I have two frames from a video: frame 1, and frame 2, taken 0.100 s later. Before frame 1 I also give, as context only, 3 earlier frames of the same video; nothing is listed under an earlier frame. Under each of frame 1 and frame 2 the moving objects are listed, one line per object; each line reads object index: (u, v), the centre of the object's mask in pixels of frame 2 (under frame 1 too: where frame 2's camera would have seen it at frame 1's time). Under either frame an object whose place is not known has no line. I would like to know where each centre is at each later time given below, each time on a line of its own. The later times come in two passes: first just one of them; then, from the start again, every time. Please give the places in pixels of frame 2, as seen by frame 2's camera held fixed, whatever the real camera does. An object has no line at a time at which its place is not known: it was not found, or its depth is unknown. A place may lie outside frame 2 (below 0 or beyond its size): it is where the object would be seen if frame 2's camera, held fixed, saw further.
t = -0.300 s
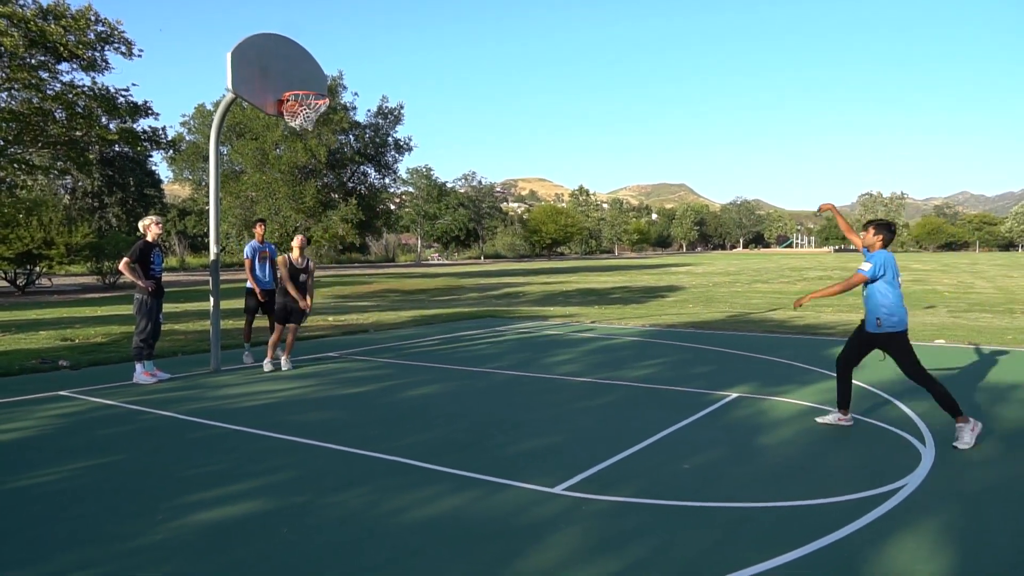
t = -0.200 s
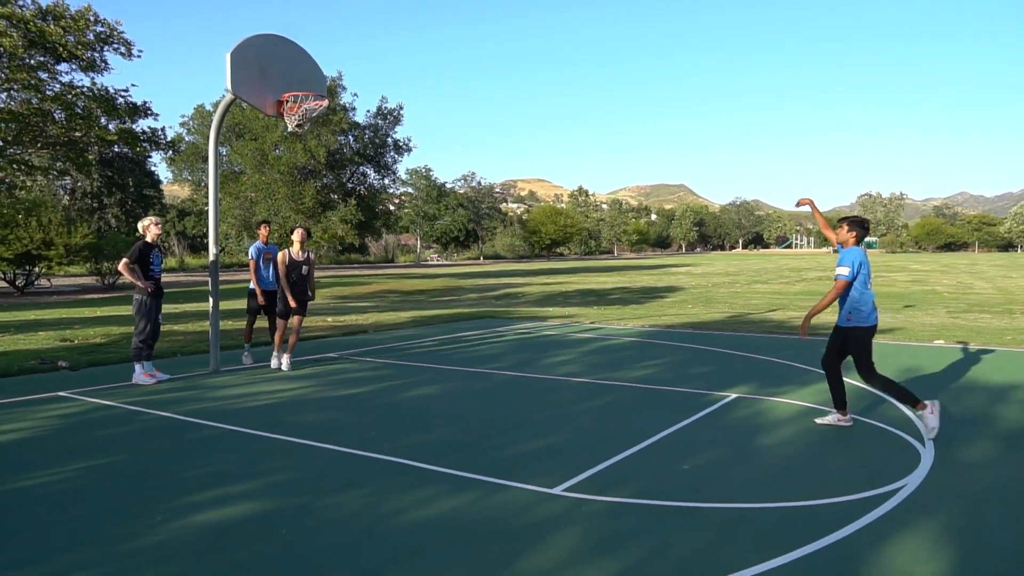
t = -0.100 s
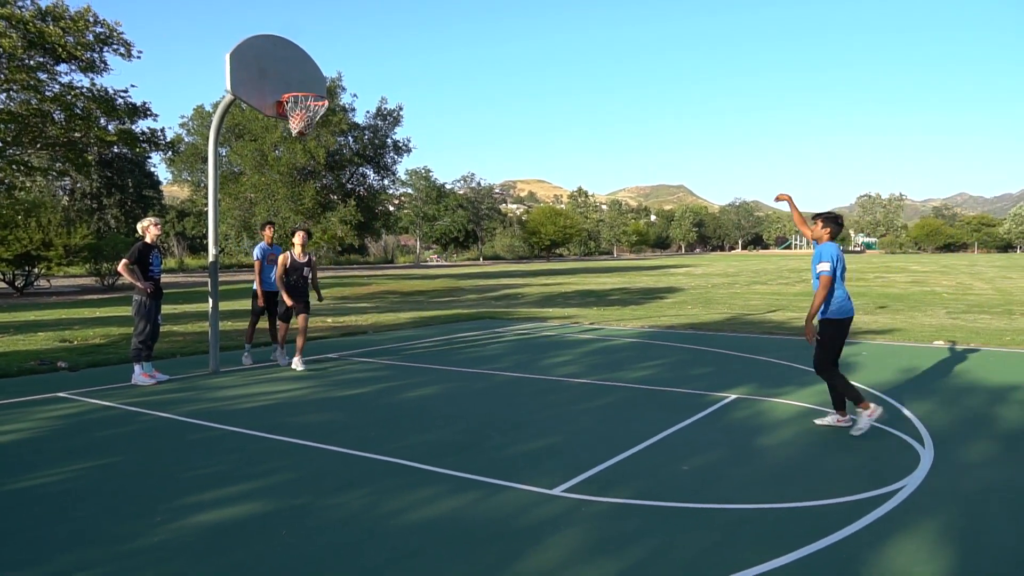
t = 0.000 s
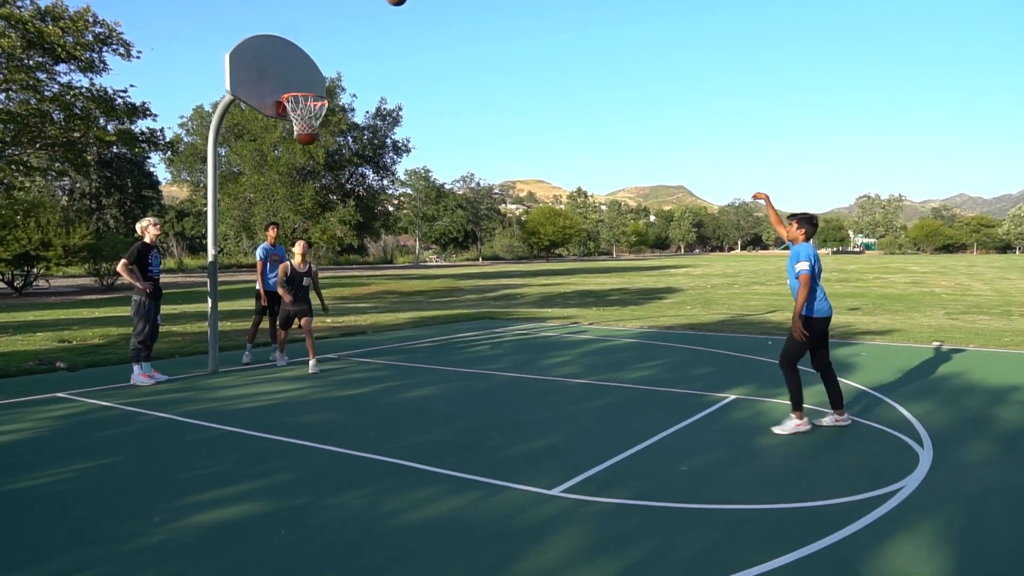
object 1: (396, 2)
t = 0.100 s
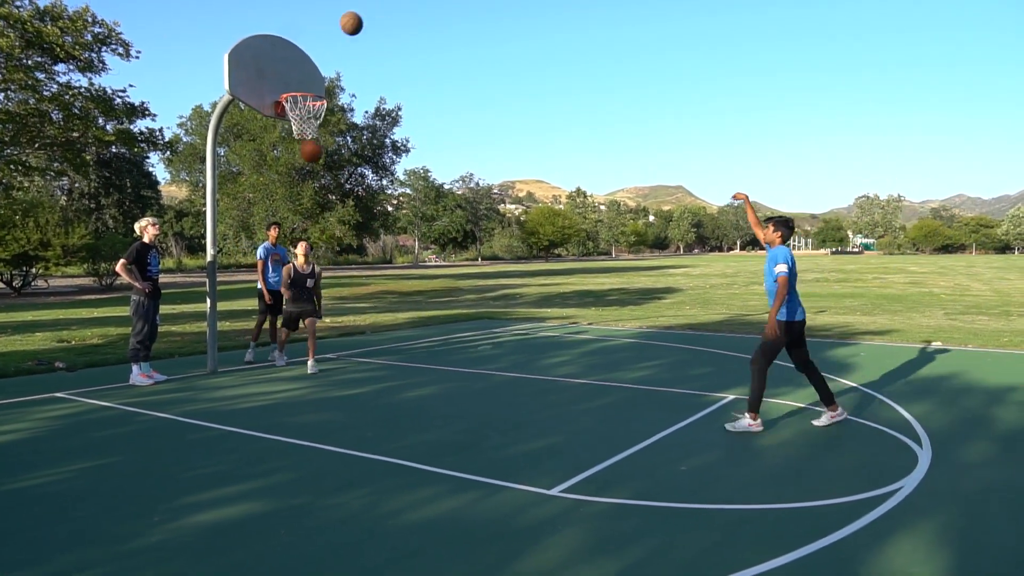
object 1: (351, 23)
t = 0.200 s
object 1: (310, 61)
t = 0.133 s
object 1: (337, 35)
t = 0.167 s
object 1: (324, 47)
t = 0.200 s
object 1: (310, 61)
